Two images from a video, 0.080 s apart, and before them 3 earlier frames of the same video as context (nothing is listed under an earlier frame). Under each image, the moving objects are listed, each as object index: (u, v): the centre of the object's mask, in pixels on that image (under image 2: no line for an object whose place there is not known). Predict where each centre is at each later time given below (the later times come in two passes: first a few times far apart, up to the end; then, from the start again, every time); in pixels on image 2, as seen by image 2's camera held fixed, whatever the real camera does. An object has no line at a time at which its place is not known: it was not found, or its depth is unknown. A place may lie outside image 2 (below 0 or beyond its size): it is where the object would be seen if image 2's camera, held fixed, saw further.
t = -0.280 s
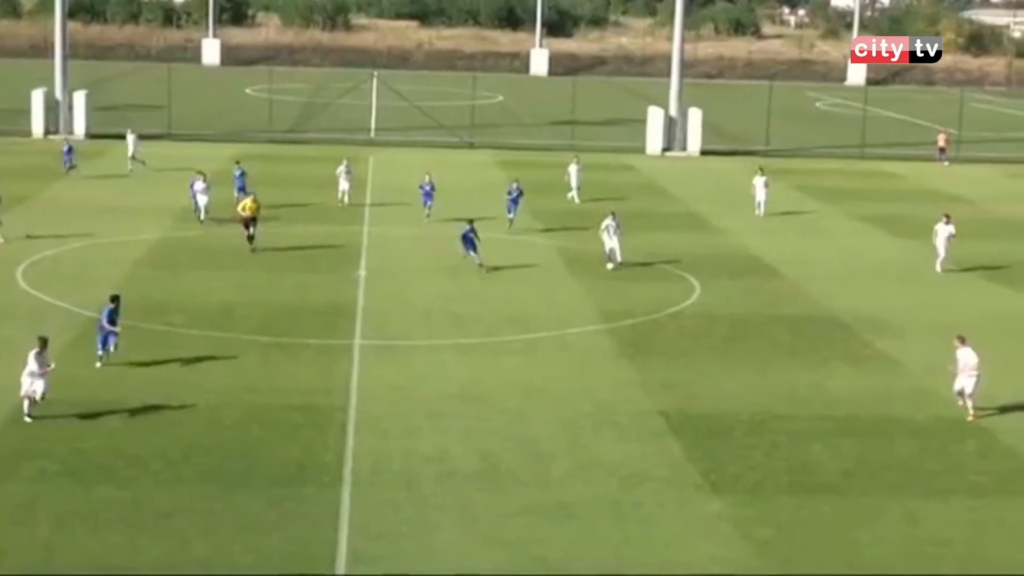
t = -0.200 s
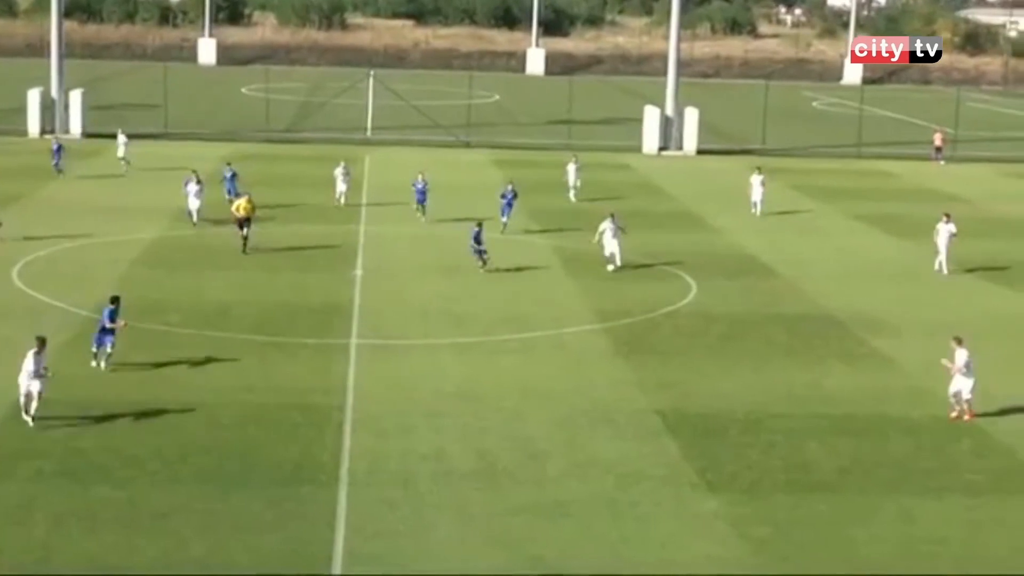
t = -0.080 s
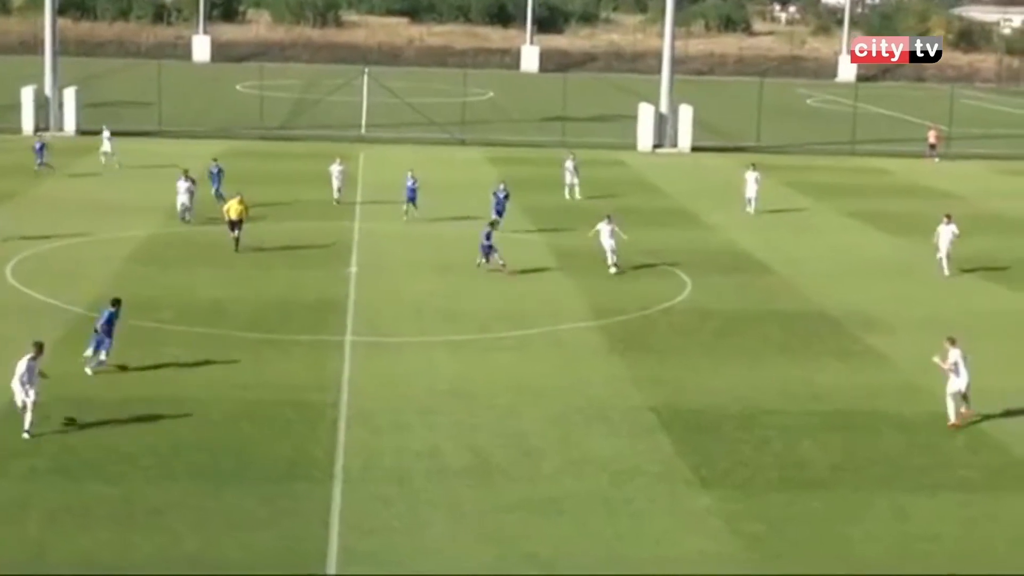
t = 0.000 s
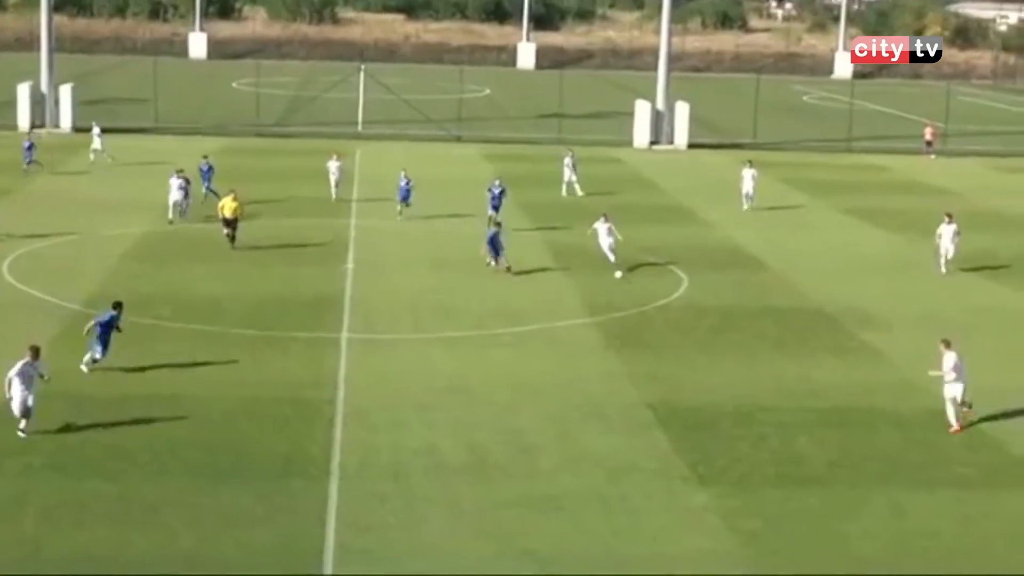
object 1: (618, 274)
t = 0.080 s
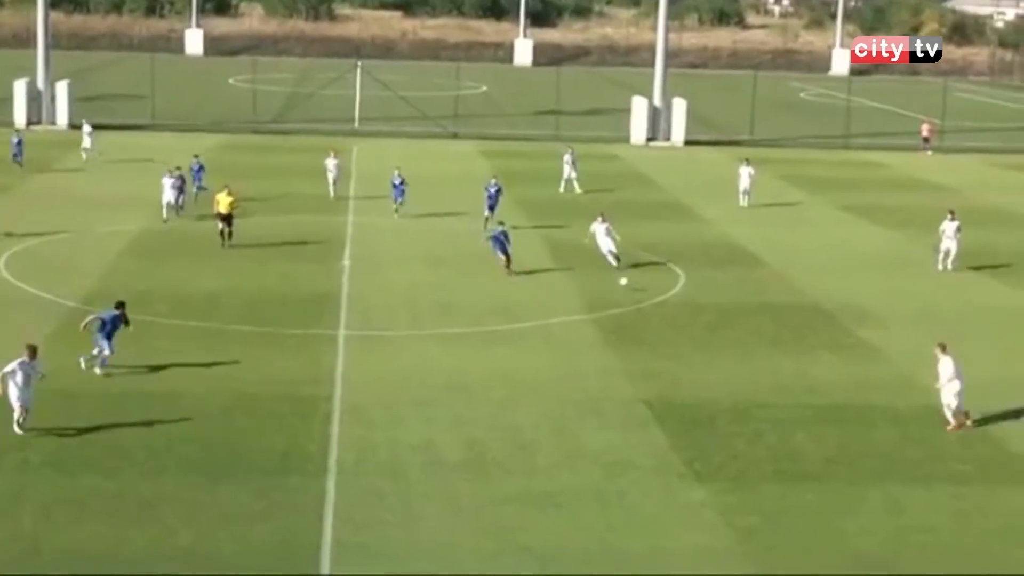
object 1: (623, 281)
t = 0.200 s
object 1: (633, 302)
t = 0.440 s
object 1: (644, 336)
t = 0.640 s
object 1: (645, 379)
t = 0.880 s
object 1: (642, 403)
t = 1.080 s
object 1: (634, 446)
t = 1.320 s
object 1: (622, 486)
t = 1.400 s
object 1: (618, 498)
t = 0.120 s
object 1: (626, 287)
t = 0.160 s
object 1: (630, 294)
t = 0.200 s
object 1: (633, 302)
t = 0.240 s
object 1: (636, 311)
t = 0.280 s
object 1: (639, 320)
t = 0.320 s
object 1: (640, 323)
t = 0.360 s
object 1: (642, 326)
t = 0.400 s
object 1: (643, 331)
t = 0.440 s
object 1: (644, 336)
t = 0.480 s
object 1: (645, 342)
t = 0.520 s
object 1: (645, 350)
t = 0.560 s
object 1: (645, 358)
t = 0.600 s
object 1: (646, 368)
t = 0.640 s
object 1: (645, 379)
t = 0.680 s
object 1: (645, 380)
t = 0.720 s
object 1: (645, 383)
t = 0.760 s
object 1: (644, 387)
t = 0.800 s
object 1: (644, 391)
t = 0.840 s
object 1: (643, 396)
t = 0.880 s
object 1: (642, 403)
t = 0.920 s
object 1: (640, 410)
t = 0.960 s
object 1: (639, 420)
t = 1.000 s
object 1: (637, 430)
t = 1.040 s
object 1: (635, 442)
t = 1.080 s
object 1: (634, 446)
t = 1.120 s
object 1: (632, 450)
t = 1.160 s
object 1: (631, 455)
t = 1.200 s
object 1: (629, 462)
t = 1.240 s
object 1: (627, 469)
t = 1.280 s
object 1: (625, 478)
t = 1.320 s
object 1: (622, 486)
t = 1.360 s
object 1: (620, 491)
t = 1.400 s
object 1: (618, 498)
